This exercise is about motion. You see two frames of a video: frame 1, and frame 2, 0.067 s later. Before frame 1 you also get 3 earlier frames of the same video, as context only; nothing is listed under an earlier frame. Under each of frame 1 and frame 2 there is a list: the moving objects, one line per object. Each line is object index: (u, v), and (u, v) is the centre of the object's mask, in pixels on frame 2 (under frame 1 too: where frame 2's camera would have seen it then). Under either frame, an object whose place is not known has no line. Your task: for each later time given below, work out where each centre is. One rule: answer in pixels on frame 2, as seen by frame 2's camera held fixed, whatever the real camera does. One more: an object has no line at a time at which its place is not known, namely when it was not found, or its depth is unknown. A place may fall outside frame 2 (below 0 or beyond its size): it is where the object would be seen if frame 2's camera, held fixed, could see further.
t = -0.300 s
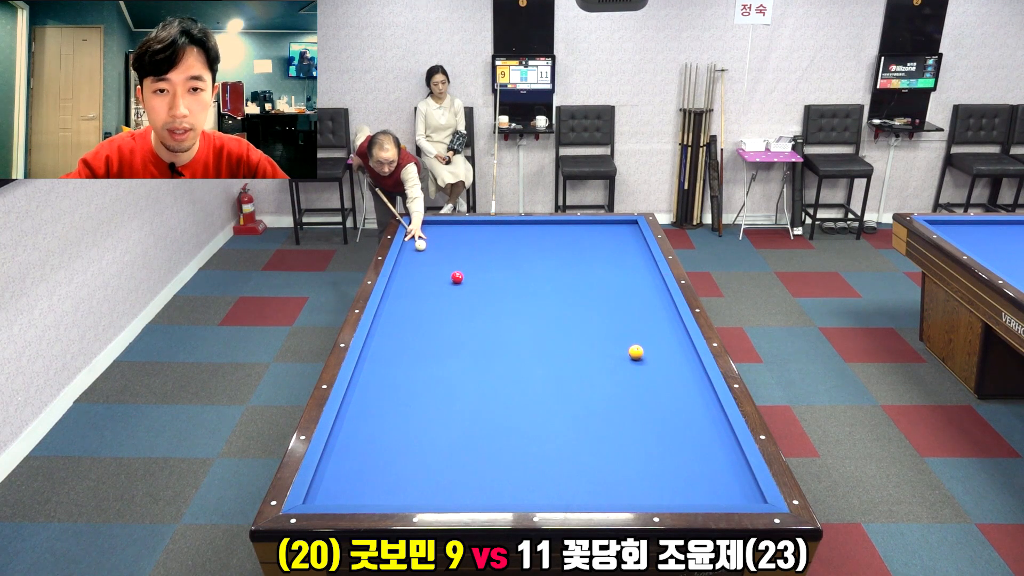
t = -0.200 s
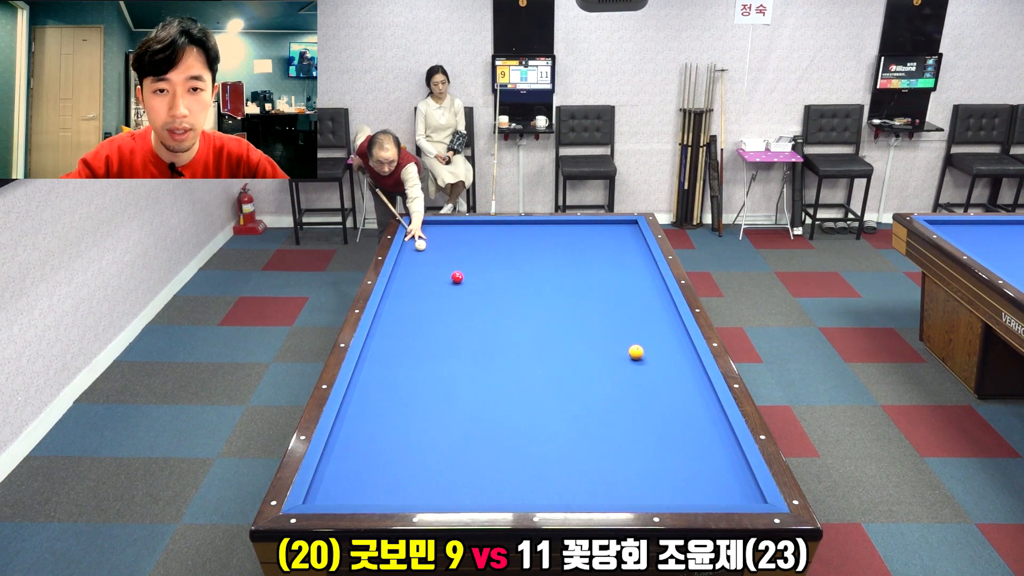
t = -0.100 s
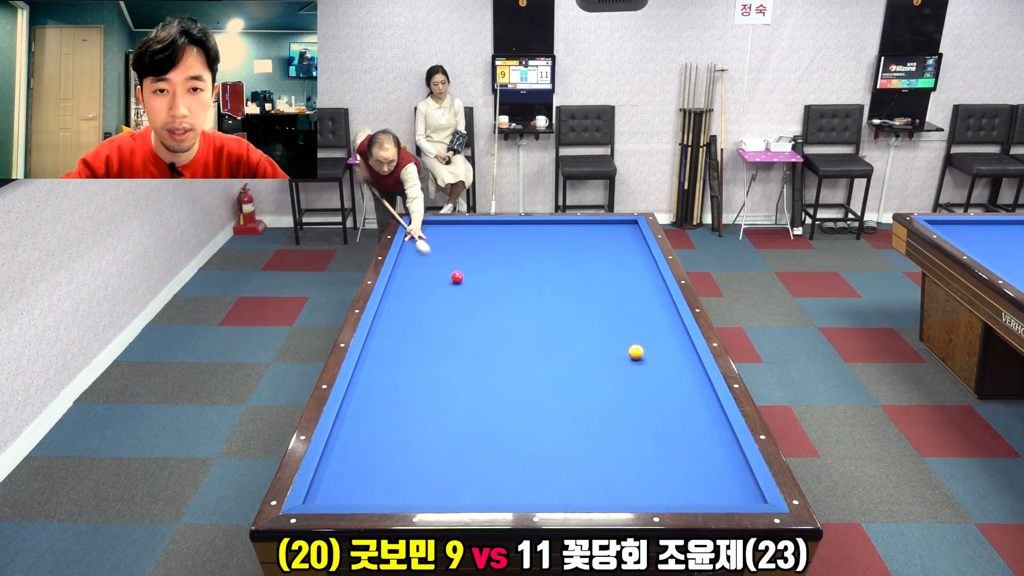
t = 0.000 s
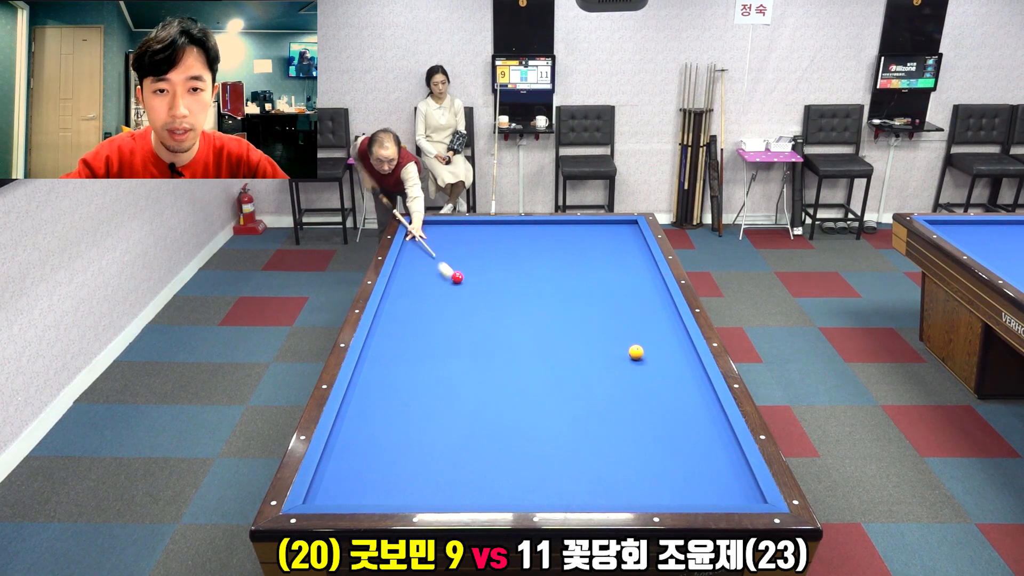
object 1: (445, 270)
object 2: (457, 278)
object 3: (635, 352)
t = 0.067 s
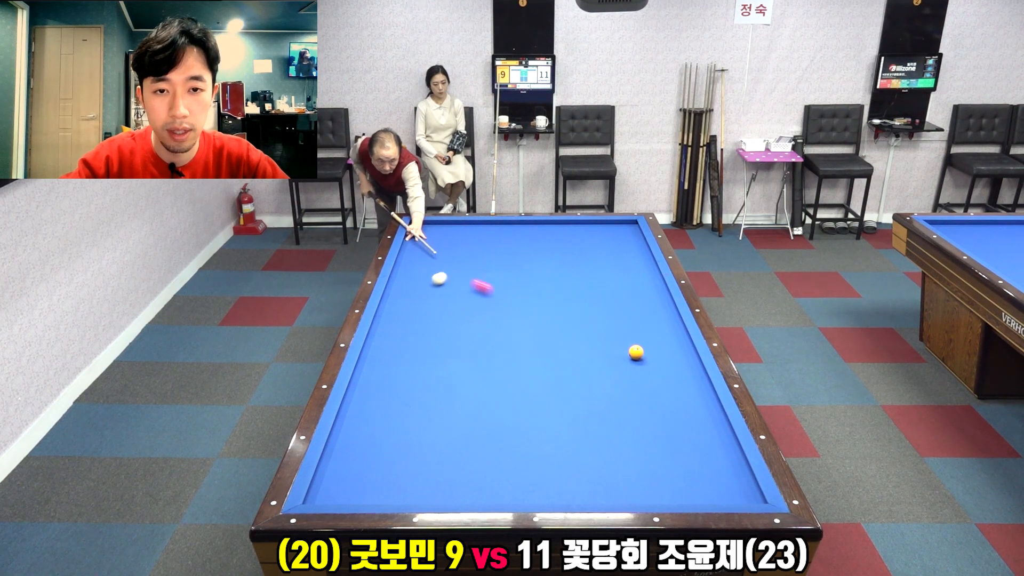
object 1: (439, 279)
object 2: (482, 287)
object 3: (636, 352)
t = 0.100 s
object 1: (433, 281)
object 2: (497, 293)
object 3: (636, 352)
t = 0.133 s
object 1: (427, 284)
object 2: (513, 299)
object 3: (636, 352)
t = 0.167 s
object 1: (421, 286)
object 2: (530, 306)
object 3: (636, 352)
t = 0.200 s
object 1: (416, 288)
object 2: (546, 312)
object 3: (636, 352)
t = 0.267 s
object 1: (405, 292)
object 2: (579, 325)
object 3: (636, 352)
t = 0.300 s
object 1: (400, 294)
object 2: (596, 332)
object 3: (635, 352)
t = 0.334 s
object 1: (395, 296)
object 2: (613, 339)
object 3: (635, 352)
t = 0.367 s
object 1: (390, 298)
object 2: (627, 343)
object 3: (637, 353)
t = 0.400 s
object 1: (387, 300)
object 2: (638, 344)
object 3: (646, 360)
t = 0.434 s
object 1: (389, 302)
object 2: (646, 344)
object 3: (656, 369)
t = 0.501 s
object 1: (393, 307)
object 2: (663, 344)
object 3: (675, 386)
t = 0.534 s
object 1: (394, 310)
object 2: (671, 343)
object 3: (685, 394)
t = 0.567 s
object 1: (395, 312)
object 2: (680, 344)
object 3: (695, 403)
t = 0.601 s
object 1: (396, 315)
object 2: (685, 344)
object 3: (706, 412)
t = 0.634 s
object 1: (398, 317)
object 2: (680, 344)
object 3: (716, 421)
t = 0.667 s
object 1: (399, 320)
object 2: (673, 345)
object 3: (724, 430)
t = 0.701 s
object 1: (401, 323)
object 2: (667, 345)
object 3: (724, 437)
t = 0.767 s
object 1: (403, 328)
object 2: (657, 346)
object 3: (721, 452)
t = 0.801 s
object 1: (405, 331)
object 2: (652, 346)
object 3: (721, 459)
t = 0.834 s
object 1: (406, 334)
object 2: (647, 347)
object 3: (720, 466)
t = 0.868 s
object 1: (408, 337)
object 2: (643, 347)
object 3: (720, 474)
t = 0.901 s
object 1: (409, 340)
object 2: (638, 348)
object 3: (719, 482)
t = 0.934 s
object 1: (411, 343)
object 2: (633, 348)
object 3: (719, 491)
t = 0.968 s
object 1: (412, 346)
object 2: (628, 349)
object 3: (718, 496)
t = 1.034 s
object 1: (415, 352)
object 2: (618, 350)
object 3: (706, 487)
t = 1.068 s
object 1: (417, 355)
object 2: (613, 350)
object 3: (700, 481)
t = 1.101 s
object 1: (418, 358)
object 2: (608, 350)
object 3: (695, 476)
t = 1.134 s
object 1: (420, 361)
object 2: (604, 351)
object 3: (690, 471)
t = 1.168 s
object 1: (422, 364)
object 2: (599, 351)
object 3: (685, 467)
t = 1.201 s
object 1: (423, 368)
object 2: (594, 352)
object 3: (680, 463)
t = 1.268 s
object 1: (427, 375)
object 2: (584, 352)
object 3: (671, 455)
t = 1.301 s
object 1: (429, 378)
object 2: (580, 353)
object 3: (667, 450)
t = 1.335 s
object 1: (430, 382)
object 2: (575, 353)
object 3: (662, 446)
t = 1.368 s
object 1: (432, 385)
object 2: (570, 354)
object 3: (658, 443)
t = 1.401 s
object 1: (434, 389)
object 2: (565, 354)
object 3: (653, 439)
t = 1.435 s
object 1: (436, 393)
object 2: (561, 355)
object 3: (649, 435)
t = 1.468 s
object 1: (438, 396)
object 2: (556, 355)
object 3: (645, 432)
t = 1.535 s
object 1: (442, 404)
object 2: (546, 356)
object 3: (637, 424)
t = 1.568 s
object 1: (443, 408)
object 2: (541, 356)
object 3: (633, 421)
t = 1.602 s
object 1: (445, 412)
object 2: (537, 357)
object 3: (629, 417)
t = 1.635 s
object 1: (447, 416)
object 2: (532, 357)
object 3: (625, 414)
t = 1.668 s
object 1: (449, 420)
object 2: (527, 358)
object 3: (622, 410)
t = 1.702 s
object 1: (452, 424)
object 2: (522, 358)
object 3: (618, 407)
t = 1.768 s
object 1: (456, 432)
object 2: (513, 359)
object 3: (611, 401)
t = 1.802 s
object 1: (458, 437)
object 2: (508, 359)
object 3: (607, 398)
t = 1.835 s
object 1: (460, 441)
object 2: (503, 360)
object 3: (604, 394)
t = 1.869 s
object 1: (463, 446)
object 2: (498, 360)
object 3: (600, 391)
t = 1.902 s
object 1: (465, 450)
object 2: (494, 361)
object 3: (597, 388)
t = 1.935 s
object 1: (467, 455)
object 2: (489, 361)
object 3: (594, 385)
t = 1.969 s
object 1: (469, 460)
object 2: (484, 361)
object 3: (590, 383)
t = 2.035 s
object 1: (474, 470)
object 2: (475, 362)
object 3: (584, 377)
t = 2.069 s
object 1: (477, 475)
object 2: (470, 363)
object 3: (581, 374)
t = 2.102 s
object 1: (479, 480)
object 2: (465, 363)
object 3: (578, 371)
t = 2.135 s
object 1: (482, 485)
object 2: (461, 364)
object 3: (575, 369)
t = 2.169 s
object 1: (484, 490)
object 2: (456, 364)
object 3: (572, 366)
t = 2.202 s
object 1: (487, 494)
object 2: (451, 364)
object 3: (569, 364)
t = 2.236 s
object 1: (490, 496)
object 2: (446, 365)
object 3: (566, 361)
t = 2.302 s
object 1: (503, 492)
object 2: (437, 366)
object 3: (561, 356)
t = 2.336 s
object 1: (508, 489)
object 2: (432, 366)
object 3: (558, 354)
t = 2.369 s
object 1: (514, 486)
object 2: (427, 367)
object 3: (555, 351)
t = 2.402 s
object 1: (520, 483)
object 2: (423, 367)
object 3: (552, 349)
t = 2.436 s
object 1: (525, 480)
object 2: (418, 367)
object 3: (550, 347)
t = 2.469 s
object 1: (530, 478)
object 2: (413, 368)
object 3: (547, 344)
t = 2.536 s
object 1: (541, 473)
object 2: (404, 369)
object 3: (542, 340)
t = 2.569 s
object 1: (546, 470)
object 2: (399, 369)
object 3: (540, 338)
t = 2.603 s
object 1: (551, 468)
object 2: (395, 369)
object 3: (537, 335)
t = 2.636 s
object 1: (556, 465)
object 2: (390, 370)
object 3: (534, 333)
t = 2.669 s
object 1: (561, 463)
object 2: (385, 370)
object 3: (532, 331)
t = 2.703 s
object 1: (566, 461)
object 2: (381, 371)
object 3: (530, 329)
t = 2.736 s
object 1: (571, 458)
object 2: (376, 371)
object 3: (527, 327)
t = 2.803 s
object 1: (581, 454)
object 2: (367, 372)
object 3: (523, 323)
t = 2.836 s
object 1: (585, 451)
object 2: (362, 372)
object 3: (520, 321)
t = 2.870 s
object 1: (590, 449)
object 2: (361, 373)
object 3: (518, 319)
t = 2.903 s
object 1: (595, 447)
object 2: (364, 373)
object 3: (516, 317)
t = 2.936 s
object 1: (599, 445)
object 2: (367, 373)
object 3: (514, 315)
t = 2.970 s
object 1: (604, 443)
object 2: (369, 374)
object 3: (512, 313)
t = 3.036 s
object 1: (613, 439)
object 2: (374, 374)
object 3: (507, 310)
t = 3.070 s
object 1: (617, 437)
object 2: (377, 374)
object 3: (505, 308)
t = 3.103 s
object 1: (621, 435)
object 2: (379, 375)
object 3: (503, 306)
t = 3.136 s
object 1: (626, 433)
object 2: (382, 375)
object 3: (501, 304)
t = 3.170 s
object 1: (630, 431)
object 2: (384, 375)
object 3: (499, 302)
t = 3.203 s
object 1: (634, 429)
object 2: (387, 375)
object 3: (497, 301)
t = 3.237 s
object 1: (638, 427)
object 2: (389, 376)
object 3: (495, 299)
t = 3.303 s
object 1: (647, 423)
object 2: (394, 376)
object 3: (491, 296)
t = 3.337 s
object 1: (650, 421)
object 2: (396, 376)
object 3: (489, 294)
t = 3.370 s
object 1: (654, 419)
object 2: (399, 377)
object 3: (488, 292)
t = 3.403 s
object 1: (658, 417)
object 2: (401, 377)
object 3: (486, 291)
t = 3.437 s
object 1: (662, 415)
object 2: (404, 377)
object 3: (484, 289)
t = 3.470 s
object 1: (666, 414)
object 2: (406, 377)
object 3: (482, 288)
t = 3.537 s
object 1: (674, 410)
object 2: (411, 378)
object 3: (479, 284)
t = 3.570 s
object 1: (678, 408)
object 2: (413, 378)
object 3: (477, 283)
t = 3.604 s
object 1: (681, 406)
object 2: (416, 378)
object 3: (475, 281)
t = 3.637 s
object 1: (685, 404)
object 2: (418, 379)
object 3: (473, 280)
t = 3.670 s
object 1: (689, 403)
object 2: (420, 379)
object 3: (472, 278)
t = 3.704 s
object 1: (692, 401)
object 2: (423, 379)
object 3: (470, 277)
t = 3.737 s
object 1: (696, 400)
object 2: (425, 379)
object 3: (468, 276)
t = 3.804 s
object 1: (703, 396)
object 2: (429, 380)
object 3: (465, 273)
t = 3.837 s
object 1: (706, 395)
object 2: (432, 380)
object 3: (464, 271)
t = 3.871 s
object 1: (708, 393)
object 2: (434, 380)
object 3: (462, 270)
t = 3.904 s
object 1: (704, 391)
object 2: (436, 381)
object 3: (461, 269)
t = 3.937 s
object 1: (701, 389)
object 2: (439, 381)
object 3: (459, 267)
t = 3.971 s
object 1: (698, 387)
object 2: (441, 381)
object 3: (458, 266)
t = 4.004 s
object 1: (694, 385)
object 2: (443, 381)
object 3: (456, 265)
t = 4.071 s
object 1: (688, 381)
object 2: (448, 382)
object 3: (453, 262)
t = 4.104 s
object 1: (685, 379)
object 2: (450, 382)
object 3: (452, 261)
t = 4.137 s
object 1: (682, 378)
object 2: (452, 382)
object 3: (450, 259)
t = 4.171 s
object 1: (679, 376)
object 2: (454, 382)
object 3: (449, 258)
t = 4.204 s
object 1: (676, 374)
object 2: (456, 383)
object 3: (448, 257)
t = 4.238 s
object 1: (673, 372)
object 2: (459, 383)
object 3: (446, 256)
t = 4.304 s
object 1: (667, 369)
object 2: (463, 383)
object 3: (443, 253)
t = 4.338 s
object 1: (665, 367)
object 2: (465, 384)
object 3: (442, 252)
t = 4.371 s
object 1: (662, 366)
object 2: (467, 384)
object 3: (441, 251)
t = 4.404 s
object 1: (659, 364)
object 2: (469, 384)
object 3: (439, 250)
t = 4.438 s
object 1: (656, 362)
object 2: (471, 384)
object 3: (438, 249)
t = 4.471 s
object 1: (653, 361)
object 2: (474, 385)
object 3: (437, 247)
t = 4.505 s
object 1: (650, 359)
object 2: (476, 385)
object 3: (436, 246)
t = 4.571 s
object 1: (645, 356)
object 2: (480, 385)
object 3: (433, 244)
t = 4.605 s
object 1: (643, 354)
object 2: (482, 386)
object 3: (432, 243)
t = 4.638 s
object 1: (640, 353)
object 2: (484, 386)
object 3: (431, 242)
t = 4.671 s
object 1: (637, 351)
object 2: (486, 386)
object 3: (429, 241)
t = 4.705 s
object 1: (635, 350)
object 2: (488, 386)
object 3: (428, 240)
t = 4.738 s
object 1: (632, 348)
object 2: (490, 386)
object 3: (427, 239)
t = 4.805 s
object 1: (627, 345)
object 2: (494, 387)
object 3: (425, 237)
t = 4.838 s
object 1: (625, 344)
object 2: (496, 387)
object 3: (423, 236)
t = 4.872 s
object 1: (622, 343)
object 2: (498, 387)
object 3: (422, 235)
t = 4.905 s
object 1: (620, 341)
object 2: (500, 388)
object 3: (421, 234)
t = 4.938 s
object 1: (618, 340)
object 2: (503, 388)
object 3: (420, 233)
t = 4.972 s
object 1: (615, 338)
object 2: (504, 388)
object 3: (419, 232)
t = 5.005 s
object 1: (613, 337)
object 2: (506, 388)
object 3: (418, 231)
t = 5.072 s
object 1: (608, 334)
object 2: (510, 389)
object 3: (416, 229)
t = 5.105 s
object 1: (606, 333)
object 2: (512, 389)
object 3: (415, 228)
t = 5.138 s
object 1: (604, 332)
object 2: (514, 389)
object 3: (414, 227)
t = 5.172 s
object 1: (602, 330)
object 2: (516, 389)
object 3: (413, 226)
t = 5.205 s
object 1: (600, 329)
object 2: (518, 389)
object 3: (414, 225)
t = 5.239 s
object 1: (598, 328)
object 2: (520, 390)
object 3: (414, 224)
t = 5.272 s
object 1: (595, 327)
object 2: (522, 390)
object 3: (415, 224)
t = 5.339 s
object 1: (591, 324)
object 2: (526, 391)
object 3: (417, 222)
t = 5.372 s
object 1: (589, 323)
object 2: (528, 391)
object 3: (418, 222)
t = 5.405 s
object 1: (587, 322)
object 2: (530, 391)
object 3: (419, 223)
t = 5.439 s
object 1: (585, 321)
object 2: (532, 391)
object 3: (420, 223)
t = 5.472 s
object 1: (583, 320)
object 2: (534, 391)
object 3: (420, 224)
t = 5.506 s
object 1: (581, 318)
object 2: (535, 391)
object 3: (421, 224)
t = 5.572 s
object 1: (577, 316)
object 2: (539, 392)
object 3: (422, 225)
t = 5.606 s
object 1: (575, 315)
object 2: (541, 392)
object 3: (423, 225)
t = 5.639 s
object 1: (573, 314)
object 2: (543, 393)
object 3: (423, 226)
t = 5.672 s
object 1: (571, 313)
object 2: (544, 393)
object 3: (424, 226)
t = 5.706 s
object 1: (569, 312)
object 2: (546, 393)
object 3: (425, 227)
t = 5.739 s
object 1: (567, 311)
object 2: (548, 393)
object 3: (425, 227)
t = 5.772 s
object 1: (565, 309)
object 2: (550, 393)
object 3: (426, 227)
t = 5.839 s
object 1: (562, 307)
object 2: (553, 393)
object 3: (427, 228)
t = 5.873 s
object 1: (560, 306)
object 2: (555, 394)
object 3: (428, 229)
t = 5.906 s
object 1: (558, 305)
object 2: (557, 394)
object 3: (429, 229)
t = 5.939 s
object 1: (556, 304)
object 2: (558, 394)
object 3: (429, 229)
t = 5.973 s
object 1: (555, 303)
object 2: (560, 394)
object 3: (430, 230)
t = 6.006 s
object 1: (553, 302)
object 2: (562, 395)
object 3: (431, 230)
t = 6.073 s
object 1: (549, 300)
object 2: (565, 395)
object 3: (432, 231)
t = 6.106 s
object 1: (548, 299)
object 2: (567, 395)
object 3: (433, 232)
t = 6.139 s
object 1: (546, 298)
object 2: (569, 396)
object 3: (433, 232)
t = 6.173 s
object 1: (544, 297)
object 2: (570, 396)
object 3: (434, 232)
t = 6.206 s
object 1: (543, 296)
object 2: (572, 396)
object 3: (435, 233)
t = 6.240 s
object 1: (541, 295)
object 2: (573, 396)
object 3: (435, 233)
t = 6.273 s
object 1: (539, 294)
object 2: (575, 396)
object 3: (436, 234)
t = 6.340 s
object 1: (536, 292)
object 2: (578, 397)
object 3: (437, 234)
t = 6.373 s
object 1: (535, 292)
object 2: (580, 397)
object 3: (438, 235)
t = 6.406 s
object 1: (533, 291)
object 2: (582, 397)
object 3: (438, 235)
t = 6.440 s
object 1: (531, 290)
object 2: (583, 397)
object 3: (439, 236)
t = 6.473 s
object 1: (530, 289)
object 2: (585, 397)
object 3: (440, 236)
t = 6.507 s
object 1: (528, 288)
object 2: (586, 398)
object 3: (440, 237)
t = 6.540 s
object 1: (527, 287)
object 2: (588, 398)
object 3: (441, 237)
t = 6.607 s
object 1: (524, 285)
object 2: (591, 398)
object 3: (442, 238)
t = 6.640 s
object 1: (522, 285)
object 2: (592, 398)
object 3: (443, 238)
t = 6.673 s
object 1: (521, 284)
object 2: (594, 399)
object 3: (443, 239)
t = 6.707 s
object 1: (519, 283)
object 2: (595, 399)
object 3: (444, 239)
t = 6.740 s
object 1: (518, 282)
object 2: (596, 399)
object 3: (445, 239)
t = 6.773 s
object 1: (517, 281)
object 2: (598, 399)
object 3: (445, 240)
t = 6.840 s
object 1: (514, 280)
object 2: (601, 399)
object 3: (447, 240)
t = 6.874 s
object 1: (512, 279)
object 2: (602, 400)
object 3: (447, 241)
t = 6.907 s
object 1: (511, 278)
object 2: (604, 400)
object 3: (448, 241)
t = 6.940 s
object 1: (510, 277)
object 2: (605, 400)
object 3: (448, 242)
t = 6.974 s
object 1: (508, 276)
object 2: (607, 400)
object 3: (449, 242)
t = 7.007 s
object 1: (507, 275)
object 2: (608, 400)
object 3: (450, 242)
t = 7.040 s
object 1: (506, 275)
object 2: (610, 400)
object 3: (450, 243)
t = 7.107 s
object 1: (503, 273)
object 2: (612, 401)
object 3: (451, 243)
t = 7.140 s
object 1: (502, 272)
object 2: (614, 401)
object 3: (452, 244)
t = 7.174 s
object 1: (500, 272)
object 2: (615, 401)
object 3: (453, 244)
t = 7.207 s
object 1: (499, 271)
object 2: (616, 402)
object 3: (453, 245)
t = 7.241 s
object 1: (498, 270)
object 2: (618, 402)
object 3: (454, 245)
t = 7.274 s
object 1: (496, 269)
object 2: (619, 402)
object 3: (455, 245)
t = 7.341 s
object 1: (494, 268)
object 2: (622, 402)
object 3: (456, 246)
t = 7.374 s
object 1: (493, 267)
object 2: (623, 402)
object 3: (456, 246)
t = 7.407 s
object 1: (492, 267)
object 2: (624, 403)
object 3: (457, 247)
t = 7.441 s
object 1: (490, 266)
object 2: (625, 403)
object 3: (457, 247)
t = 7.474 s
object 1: (489, 265)
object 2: (627, 403)
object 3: (458, 248)
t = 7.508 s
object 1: (488, 265)
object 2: (628, 403)
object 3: (459, 248)
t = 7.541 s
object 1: (487, 264)
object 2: (629, 403)
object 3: (459, 248)
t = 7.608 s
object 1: (485, 263)
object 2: (631, 404)
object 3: (460, 249)
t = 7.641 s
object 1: (483, 262)
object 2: (633, 404)
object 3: (461, 249)
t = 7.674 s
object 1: (482, 261)
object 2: (634, 404)
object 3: (462, 249)
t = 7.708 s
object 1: (481, 261)
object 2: (635, 404)
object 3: (462, 250)
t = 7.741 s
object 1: (480, 260)
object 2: (636, 404)
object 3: (463, 250)
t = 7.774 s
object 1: (479, 259)
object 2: (637, 405)
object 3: (463, 251)
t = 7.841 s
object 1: (477, 258)
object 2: (640, 405)
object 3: (464, 251)
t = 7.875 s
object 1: (476, 258)
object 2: (641, 405)
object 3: (465, 252)
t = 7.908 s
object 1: (475, 257)
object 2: (642, 405)
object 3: (465, 252)
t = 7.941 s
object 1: (474, 256)
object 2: (643, 405)
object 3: (465, 252)
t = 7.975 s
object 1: (473, 256)
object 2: (644, 406)
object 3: (465, 252)
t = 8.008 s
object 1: (473, 256)
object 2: (645, 406)
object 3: (465, 252)
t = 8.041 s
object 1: (473, 256)
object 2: (646, 406)
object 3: (464, 252)
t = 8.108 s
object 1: (474, 256)
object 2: (648, 406)
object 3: (463, 251)
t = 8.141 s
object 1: (474, 256)
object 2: (649, 406)
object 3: (463, 251)
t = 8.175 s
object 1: (474, 256)
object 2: (650, 406)
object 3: (462, 251)
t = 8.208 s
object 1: (474, 256)
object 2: (652, 406)
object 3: (462, 250)
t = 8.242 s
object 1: (475, 256)
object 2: (653, 407)
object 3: (461, 250)
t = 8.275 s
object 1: (475, 256)
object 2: (654, 407)
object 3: (461, 250)
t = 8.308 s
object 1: (475, 256)
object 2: (655, 407)
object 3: (460, 250)
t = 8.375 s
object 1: (475, 256)
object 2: (656, 407)
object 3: (459, 249)
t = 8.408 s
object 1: (476, 256)
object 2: (657, 407)
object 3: (459, 249)
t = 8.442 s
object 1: (476, 257)
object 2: (658, 407)
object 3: (458, 249)
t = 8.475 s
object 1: (476, 256)
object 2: (659, 407)
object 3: (457, 248)
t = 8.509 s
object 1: (476, 257)
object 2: (660, 408)
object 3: (457, 248)
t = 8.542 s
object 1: (476, 257)
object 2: (661, 408)
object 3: (457, 248)
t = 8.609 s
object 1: (476, 257)
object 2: (663, 408)
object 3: (455, 248)
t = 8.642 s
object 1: (476, 257)
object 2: (664, 408)
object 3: (455, 247)
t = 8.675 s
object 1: (477, 257)
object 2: (664, 408)
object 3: (455, 247)
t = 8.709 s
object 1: (477, 257)
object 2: (665, 408)
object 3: (454, 247)
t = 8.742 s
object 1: (477, 257)
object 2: (666, 409)
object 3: (454, 247)
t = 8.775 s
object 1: (477, 257)
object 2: (667, 409)
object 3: (453, 246)
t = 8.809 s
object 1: (477, 257)
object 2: (668, 409)
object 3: (453, 246)
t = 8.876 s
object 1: (477, 257)
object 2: (669, 409)
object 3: (452, 246)
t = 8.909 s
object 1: (477, 257)
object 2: (670, 409)
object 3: (451, 245)
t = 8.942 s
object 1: (477, 257)
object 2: (671, 409)
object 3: (451, 245)
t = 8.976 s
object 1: (477, 257)
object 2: (672, 410)
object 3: (451, 245)
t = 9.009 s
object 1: (477, 257)
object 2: (673, 410)
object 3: (450, 245)
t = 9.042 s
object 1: (477, 257)
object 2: (673, 410)
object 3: (450, 245)
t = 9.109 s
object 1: (477, 257)
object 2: (675, 410)
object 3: (449, 244)
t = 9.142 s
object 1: (477, 257)
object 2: (675, 410)
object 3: (449, 244)
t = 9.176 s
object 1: (477, 257)
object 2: (676, 410)
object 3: (448, 244)
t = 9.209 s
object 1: (477, 257)
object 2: (677, 410)
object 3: (448, 244)
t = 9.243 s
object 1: (477, 257)
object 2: (678, 410)
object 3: (447, 244)
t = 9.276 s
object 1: (477, 257)
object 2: (678, 410)
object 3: (447, 243)
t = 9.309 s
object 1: (477, 257)
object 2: (679, 411)
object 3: (446, 243)
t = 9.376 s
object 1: (477, 257)
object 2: (680, 411)
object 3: (446, 243)
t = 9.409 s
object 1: (477, 257)
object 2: (681, 411)
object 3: (445, 243)
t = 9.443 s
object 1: (477, 257)
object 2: (681, 411)
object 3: (445, 243)
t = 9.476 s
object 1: (477, 257)
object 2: (682, 411)
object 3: (444, 242)
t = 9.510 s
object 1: (477, 257)
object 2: (683, 411)
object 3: (444, 242)
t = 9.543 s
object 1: (477, 257)
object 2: (683, 411)
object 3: (444, 242)
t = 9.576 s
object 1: (477, 257)
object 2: (684, 411)
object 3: (443, 242)
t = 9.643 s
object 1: (477, 257)
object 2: (685, 412)
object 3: (443, 242)
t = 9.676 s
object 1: (477, 257)
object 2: (685, 412)
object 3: (442, 241)
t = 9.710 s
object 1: (477, 257)
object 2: (686, 412)
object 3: (442, 241)
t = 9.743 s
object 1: (477, 257)
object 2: (686, 412)
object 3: (442, 241)
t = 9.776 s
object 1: (477, 257)
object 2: (687, 412)
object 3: (441, 241)
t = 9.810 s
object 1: (477, 257)
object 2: (687, 412)
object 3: (441, 241)
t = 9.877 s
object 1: (477, 257)
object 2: (688, 412)
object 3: (440, 240)
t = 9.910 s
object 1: (477, 257)
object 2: (689, 413)
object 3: (440, 240)
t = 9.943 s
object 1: (477, 257)
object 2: (689, 413)
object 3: (440, 240)
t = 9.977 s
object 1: (477, 257)
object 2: (690, 413)
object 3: (439, 240)
